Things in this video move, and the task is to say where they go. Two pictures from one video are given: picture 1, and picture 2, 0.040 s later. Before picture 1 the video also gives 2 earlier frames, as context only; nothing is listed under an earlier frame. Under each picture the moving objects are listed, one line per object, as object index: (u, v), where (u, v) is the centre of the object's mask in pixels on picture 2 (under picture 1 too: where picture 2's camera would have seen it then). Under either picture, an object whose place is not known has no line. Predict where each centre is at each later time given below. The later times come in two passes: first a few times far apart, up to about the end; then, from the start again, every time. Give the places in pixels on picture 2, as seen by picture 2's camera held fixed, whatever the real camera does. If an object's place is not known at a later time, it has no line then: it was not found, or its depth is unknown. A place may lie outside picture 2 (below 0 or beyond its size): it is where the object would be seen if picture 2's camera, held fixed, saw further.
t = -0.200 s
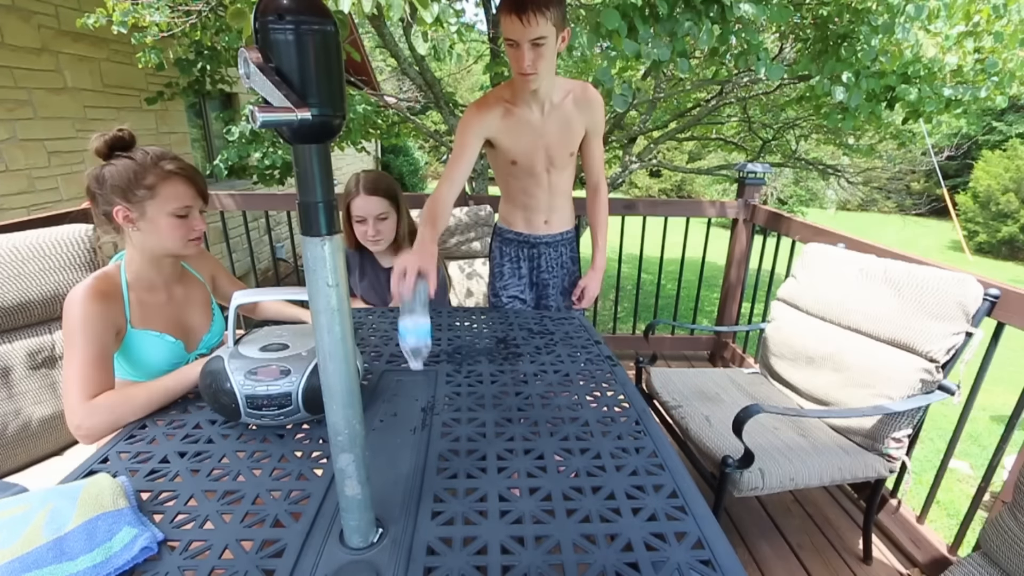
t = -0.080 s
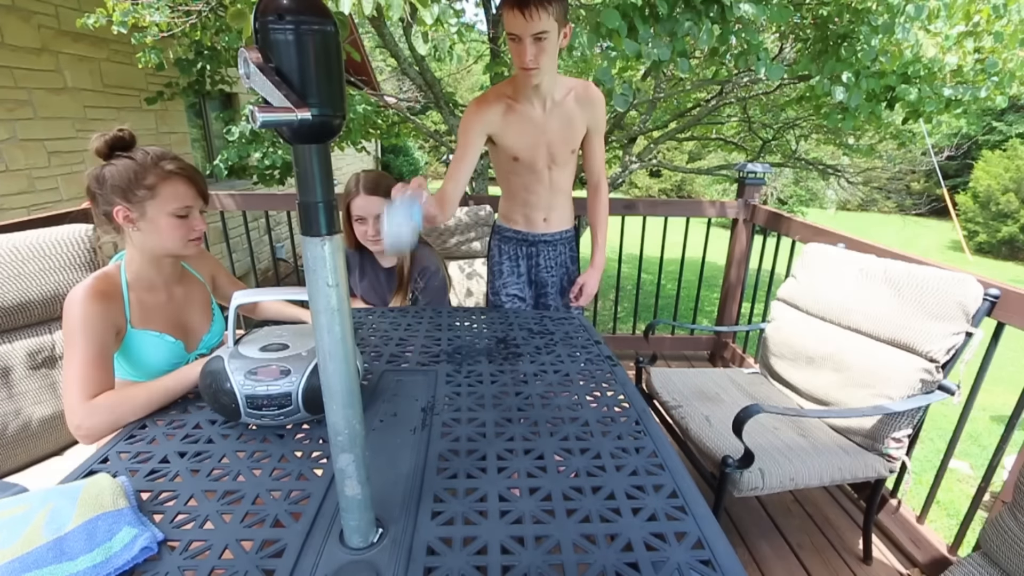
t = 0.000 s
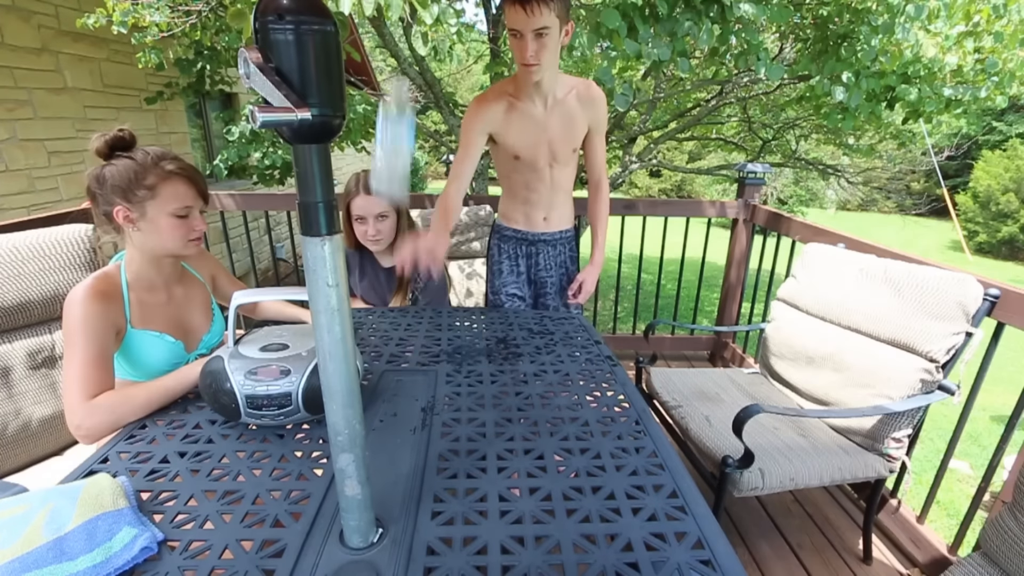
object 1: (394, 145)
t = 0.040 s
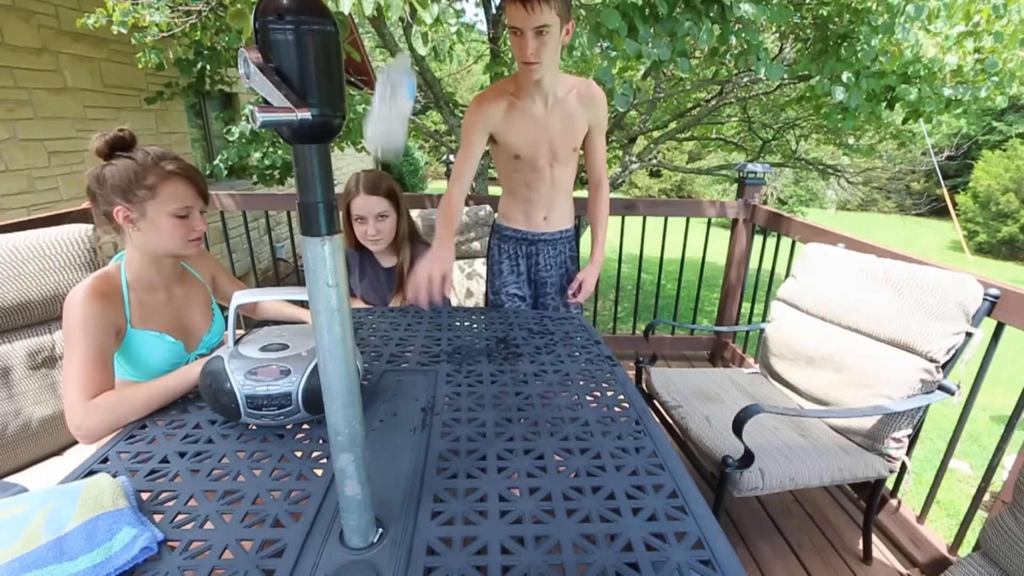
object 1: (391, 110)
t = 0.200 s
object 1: (393, 43)
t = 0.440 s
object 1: (409, 260)
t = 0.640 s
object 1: (416, 339)
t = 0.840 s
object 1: (416, 340)
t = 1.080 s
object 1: (416, 340)
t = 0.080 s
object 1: (389, 78)
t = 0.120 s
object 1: (388, 55)
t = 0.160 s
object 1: (390, 42)
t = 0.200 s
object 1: (393, 43)
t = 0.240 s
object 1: (396, 57)
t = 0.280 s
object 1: (398, 81)
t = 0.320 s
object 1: (401, 116)
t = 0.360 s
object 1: (404, 155)
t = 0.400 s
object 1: (406, 205)
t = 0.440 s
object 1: (409, 260)
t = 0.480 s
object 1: (412, 315)
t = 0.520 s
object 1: (416, 339)
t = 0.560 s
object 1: (416, 340)
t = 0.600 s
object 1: (416, 339)
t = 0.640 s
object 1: (416, 339)
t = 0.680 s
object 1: (416, 339)
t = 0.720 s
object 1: (416, 340)
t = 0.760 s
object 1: (416, 339)
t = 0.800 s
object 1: (416, 339)
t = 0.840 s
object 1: (416, 340)
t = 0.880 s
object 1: (416, 339)
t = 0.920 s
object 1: (416, 339)
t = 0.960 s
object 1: (416, 340)
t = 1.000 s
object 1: (416, 339)
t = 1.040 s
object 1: (416, 340)
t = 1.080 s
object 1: (416, 340)
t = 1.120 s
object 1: (416, 339)
